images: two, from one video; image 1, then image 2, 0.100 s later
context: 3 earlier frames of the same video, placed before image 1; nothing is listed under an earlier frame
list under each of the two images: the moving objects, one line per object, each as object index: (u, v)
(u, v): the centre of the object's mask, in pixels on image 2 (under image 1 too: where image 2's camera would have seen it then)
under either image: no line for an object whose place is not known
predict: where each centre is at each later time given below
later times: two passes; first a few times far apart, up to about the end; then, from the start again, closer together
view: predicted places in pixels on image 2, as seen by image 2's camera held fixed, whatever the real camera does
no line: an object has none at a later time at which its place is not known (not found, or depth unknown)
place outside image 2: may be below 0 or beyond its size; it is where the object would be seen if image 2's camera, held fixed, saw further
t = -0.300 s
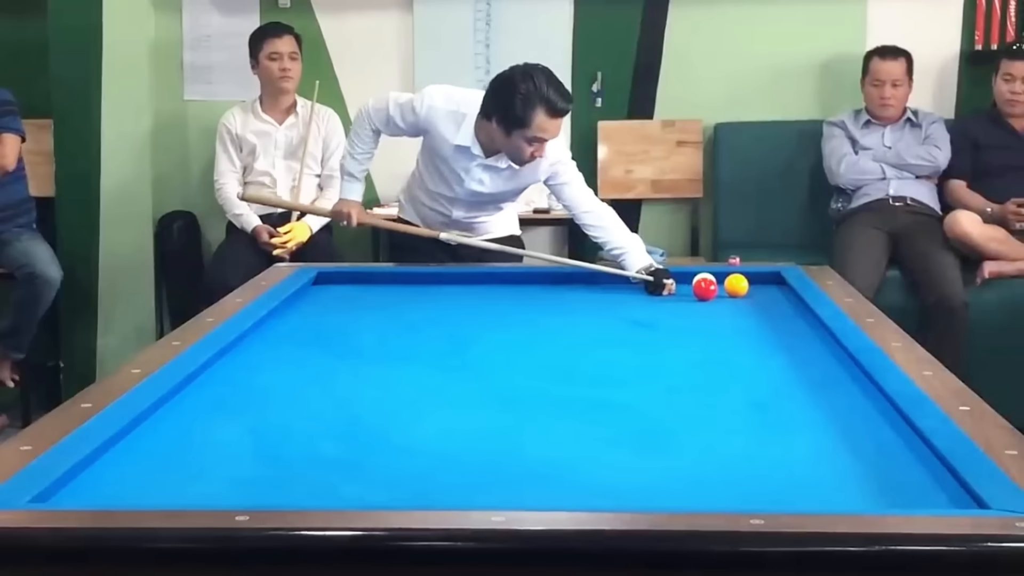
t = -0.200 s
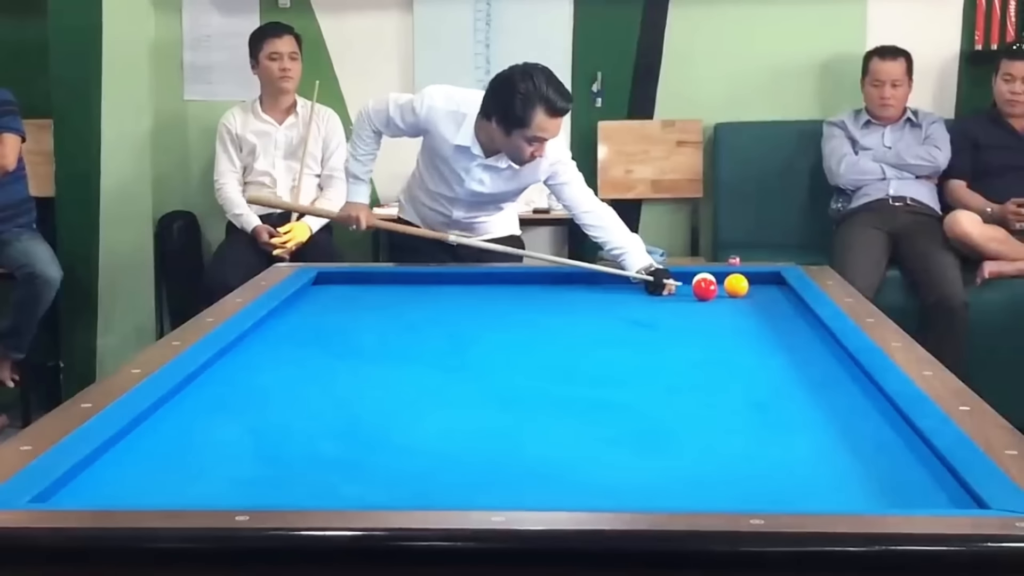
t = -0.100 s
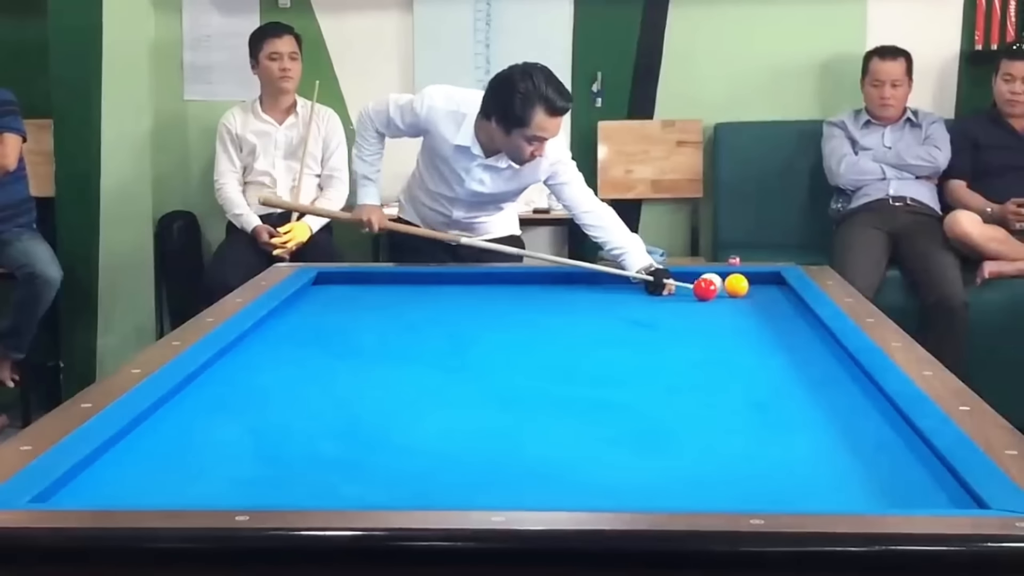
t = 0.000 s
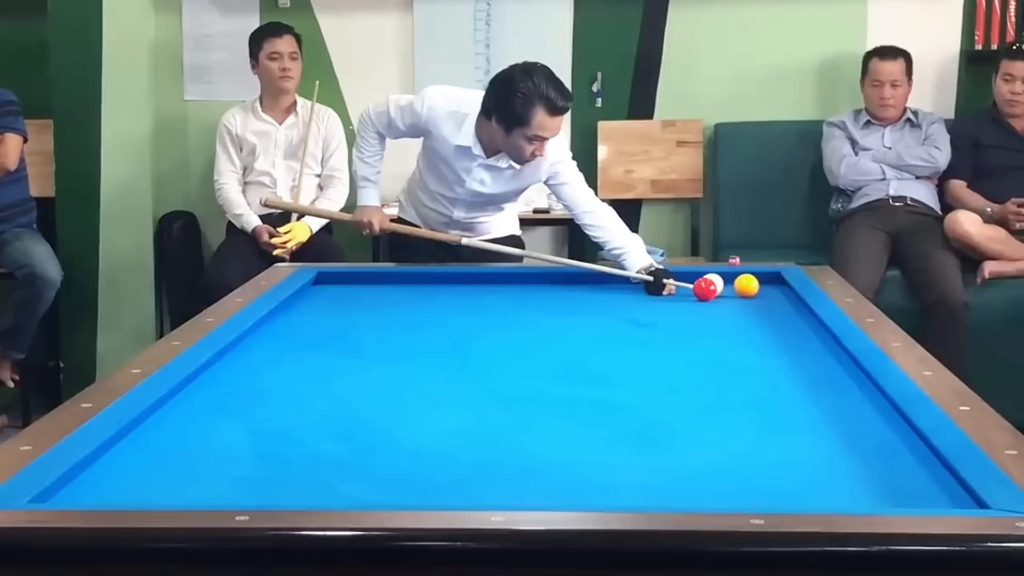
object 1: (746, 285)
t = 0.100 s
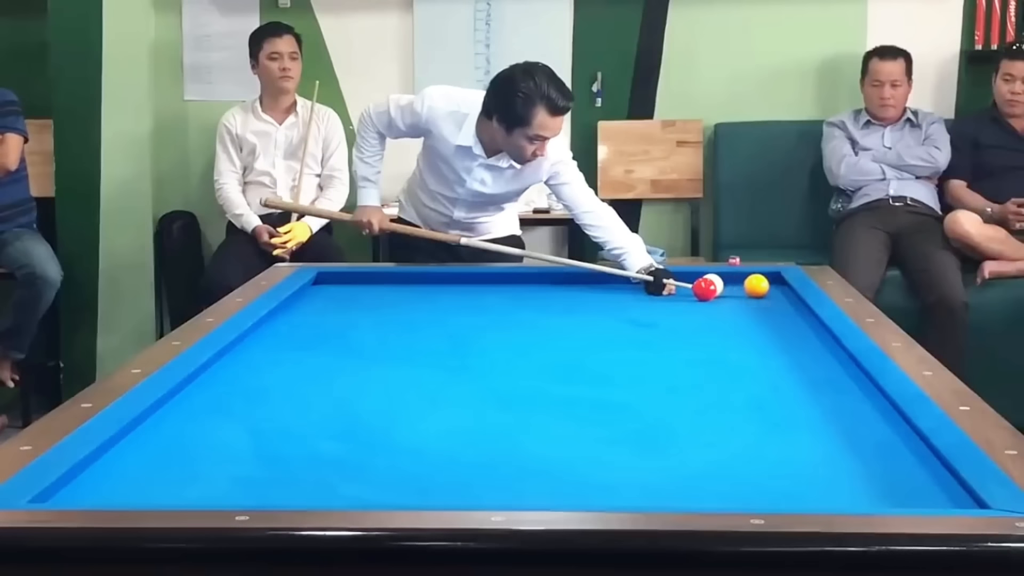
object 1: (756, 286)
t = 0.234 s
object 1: (769, 285)
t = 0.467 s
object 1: (773, 286)
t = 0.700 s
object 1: (760, 286)
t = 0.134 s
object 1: (759, 285)
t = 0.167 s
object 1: (763, 286)
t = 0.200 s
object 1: (766, 285)
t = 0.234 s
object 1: (769, 285)
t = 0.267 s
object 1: (772, 285)
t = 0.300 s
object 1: (775, 285)
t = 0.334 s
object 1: (778, 286)
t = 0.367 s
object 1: (777, 286)
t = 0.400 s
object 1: (775, 286)
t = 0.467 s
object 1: (773, 286)
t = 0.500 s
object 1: (772, 286)
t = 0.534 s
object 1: (770, 286)
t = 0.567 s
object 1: (768, 286)
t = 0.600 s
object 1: (765, 286)
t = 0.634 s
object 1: (764, 286)
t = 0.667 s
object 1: (762, 286)
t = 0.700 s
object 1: (760, 286)
